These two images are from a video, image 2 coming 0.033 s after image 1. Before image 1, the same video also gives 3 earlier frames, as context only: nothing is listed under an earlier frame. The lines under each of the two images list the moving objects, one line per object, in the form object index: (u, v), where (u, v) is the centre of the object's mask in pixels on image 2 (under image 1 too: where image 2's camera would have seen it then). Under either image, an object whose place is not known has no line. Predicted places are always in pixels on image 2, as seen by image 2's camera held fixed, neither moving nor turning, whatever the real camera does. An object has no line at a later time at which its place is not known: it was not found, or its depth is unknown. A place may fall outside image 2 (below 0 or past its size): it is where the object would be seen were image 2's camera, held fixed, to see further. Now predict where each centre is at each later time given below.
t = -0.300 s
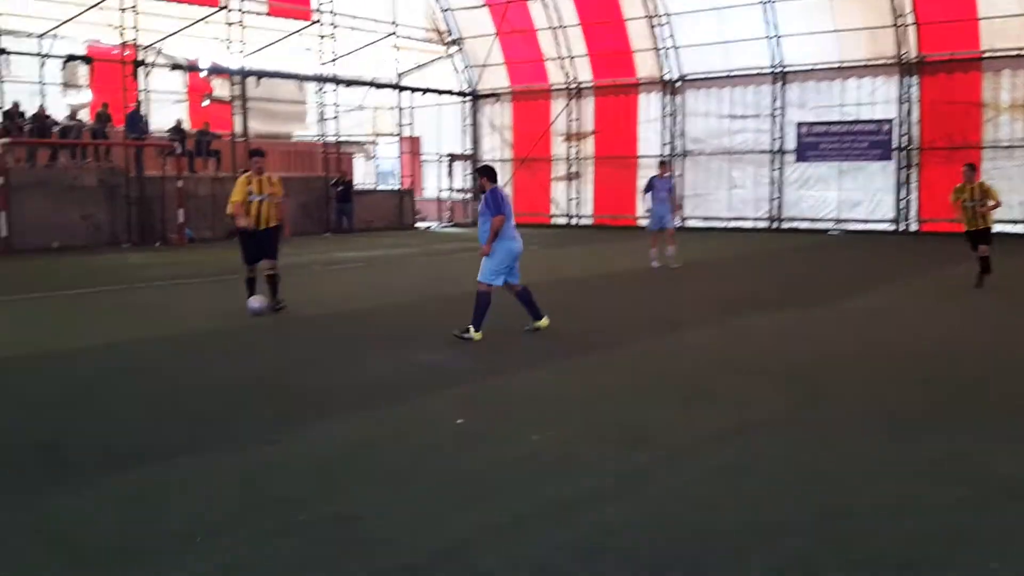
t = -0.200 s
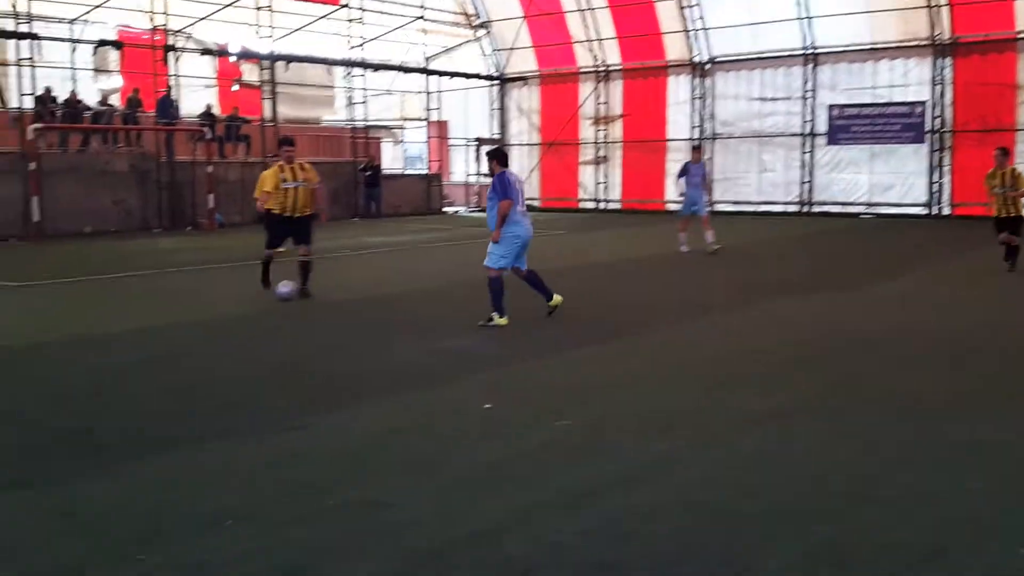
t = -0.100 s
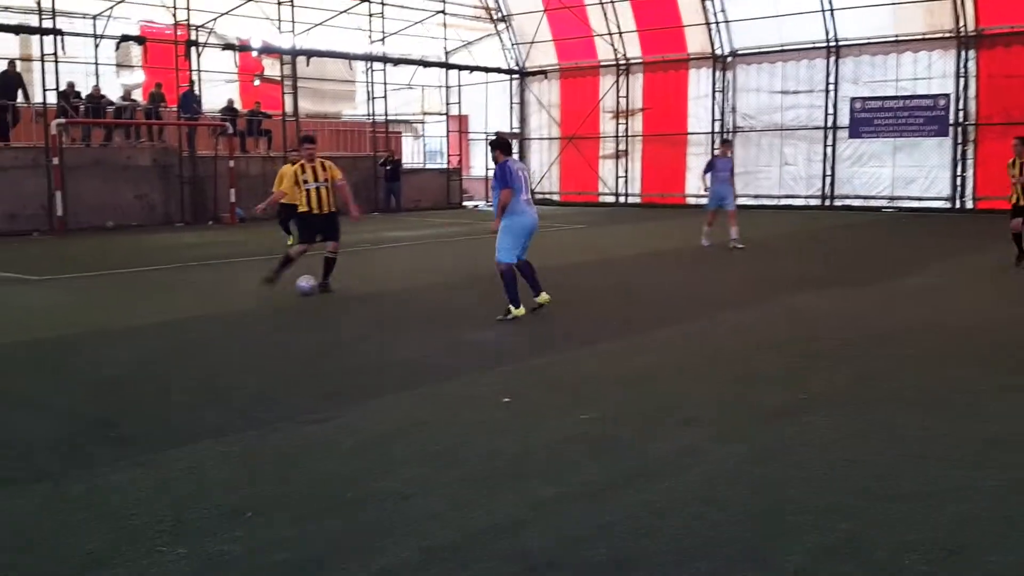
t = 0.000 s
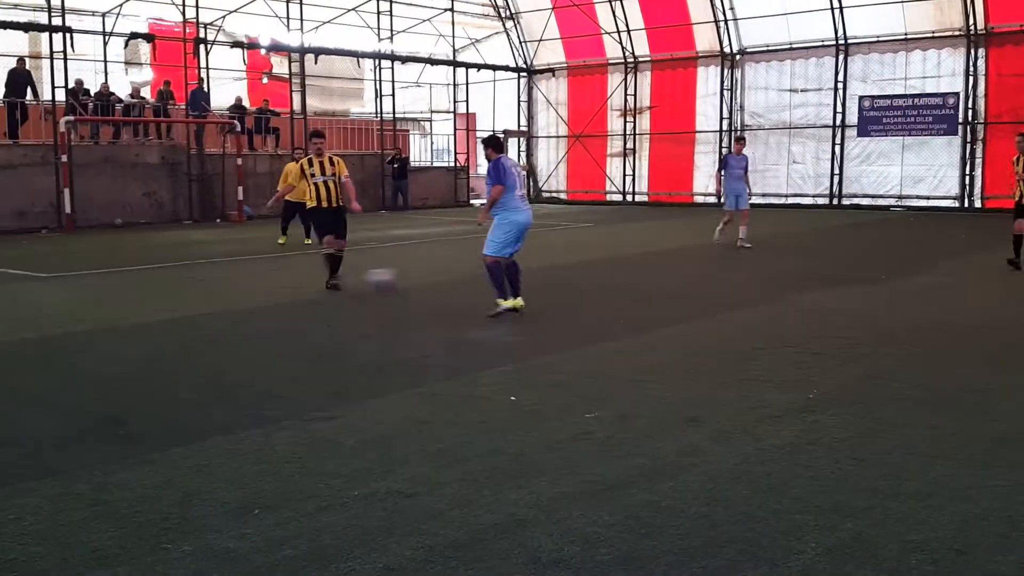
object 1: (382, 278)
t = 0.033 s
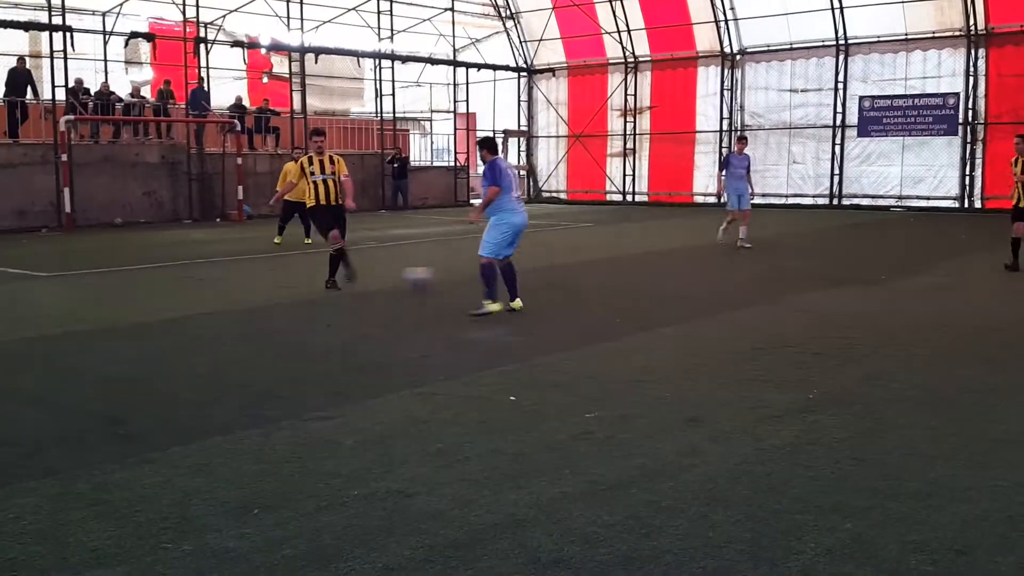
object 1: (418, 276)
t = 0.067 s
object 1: (457, 274)
